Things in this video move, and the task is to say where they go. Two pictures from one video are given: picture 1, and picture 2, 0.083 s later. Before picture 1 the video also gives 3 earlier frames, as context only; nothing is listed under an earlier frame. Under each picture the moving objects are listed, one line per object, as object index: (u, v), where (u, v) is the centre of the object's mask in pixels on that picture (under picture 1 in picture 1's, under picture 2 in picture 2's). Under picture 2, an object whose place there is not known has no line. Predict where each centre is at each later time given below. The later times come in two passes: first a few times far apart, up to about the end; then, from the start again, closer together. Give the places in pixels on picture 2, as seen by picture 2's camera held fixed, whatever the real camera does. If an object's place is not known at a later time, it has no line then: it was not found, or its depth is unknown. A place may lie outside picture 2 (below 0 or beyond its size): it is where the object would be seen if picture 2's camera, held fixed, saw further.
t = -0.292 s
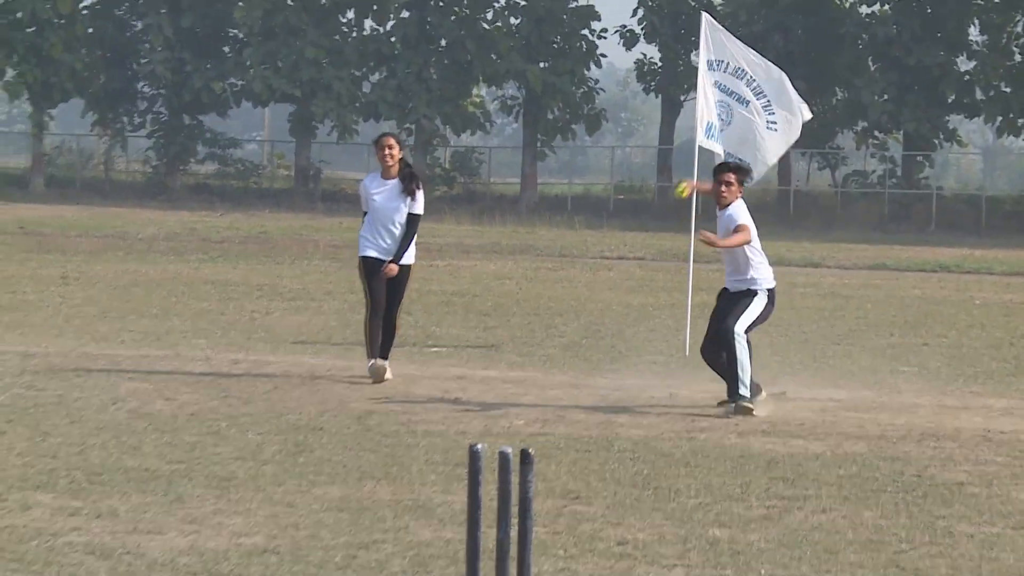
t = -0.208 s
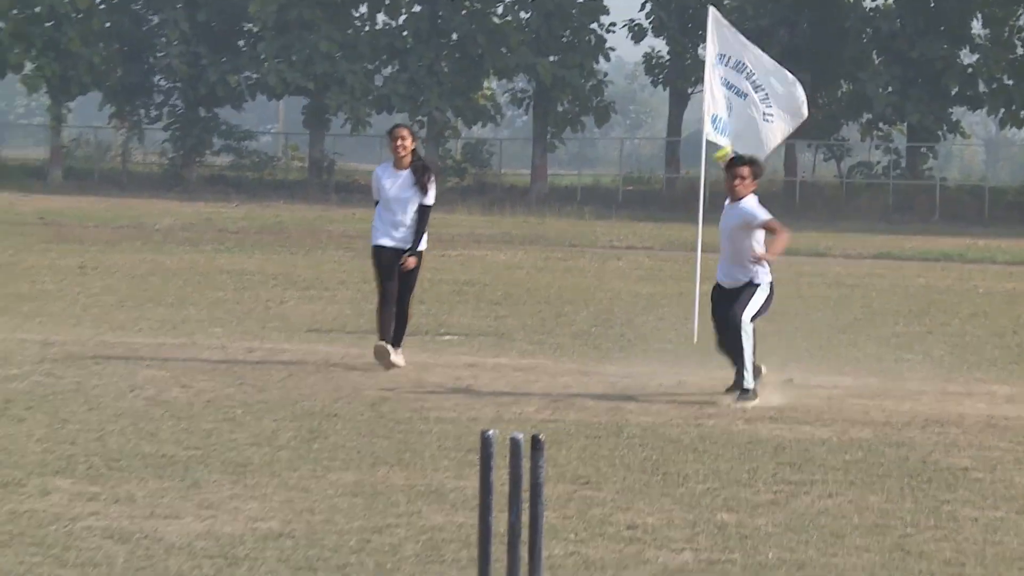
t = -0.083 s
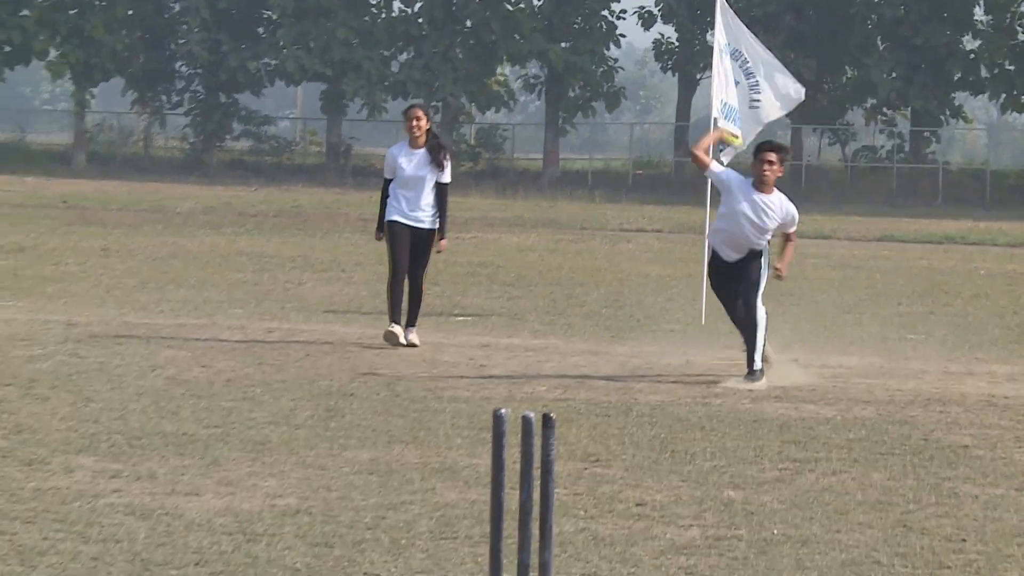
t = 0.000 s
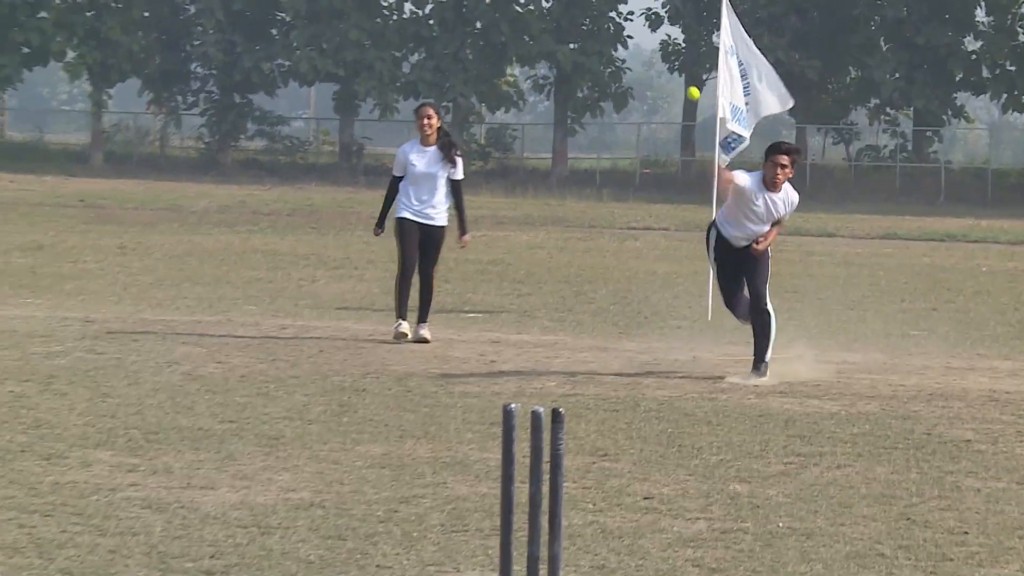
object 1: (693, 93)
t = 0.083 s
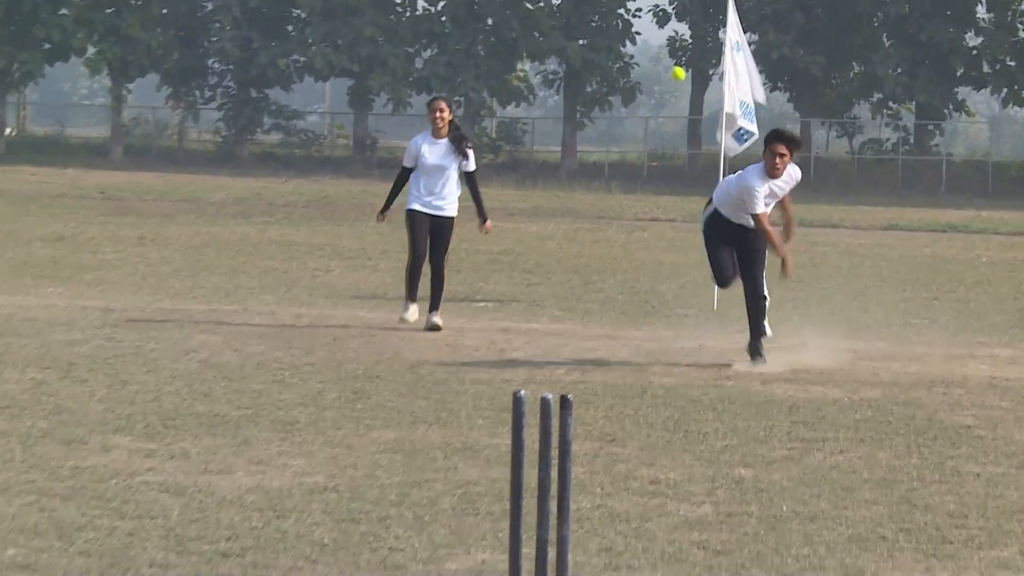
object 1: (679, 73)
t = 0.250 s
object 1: (635, 86)
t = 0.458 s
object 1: (581, 178)
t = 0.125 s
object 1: (670, 78)
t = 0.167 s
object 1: (662, 79)
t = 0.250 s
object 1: (635, 86)
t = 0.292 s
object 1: (627, 98)
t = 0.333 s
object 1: (619, 112)
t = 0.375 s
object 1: (609, 132)
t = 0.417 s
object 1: (596, 155)
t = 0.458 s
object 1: (581, 178)
